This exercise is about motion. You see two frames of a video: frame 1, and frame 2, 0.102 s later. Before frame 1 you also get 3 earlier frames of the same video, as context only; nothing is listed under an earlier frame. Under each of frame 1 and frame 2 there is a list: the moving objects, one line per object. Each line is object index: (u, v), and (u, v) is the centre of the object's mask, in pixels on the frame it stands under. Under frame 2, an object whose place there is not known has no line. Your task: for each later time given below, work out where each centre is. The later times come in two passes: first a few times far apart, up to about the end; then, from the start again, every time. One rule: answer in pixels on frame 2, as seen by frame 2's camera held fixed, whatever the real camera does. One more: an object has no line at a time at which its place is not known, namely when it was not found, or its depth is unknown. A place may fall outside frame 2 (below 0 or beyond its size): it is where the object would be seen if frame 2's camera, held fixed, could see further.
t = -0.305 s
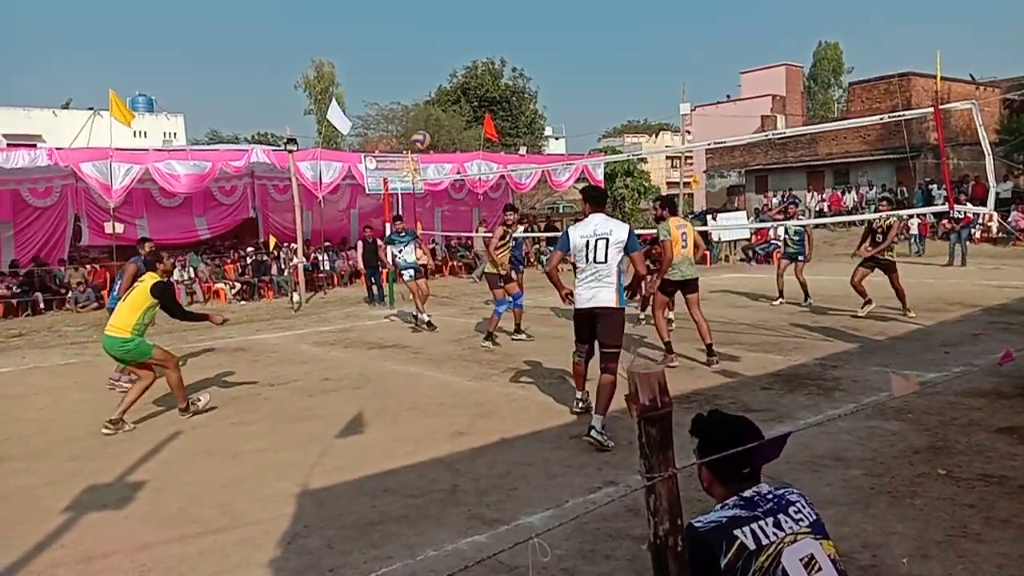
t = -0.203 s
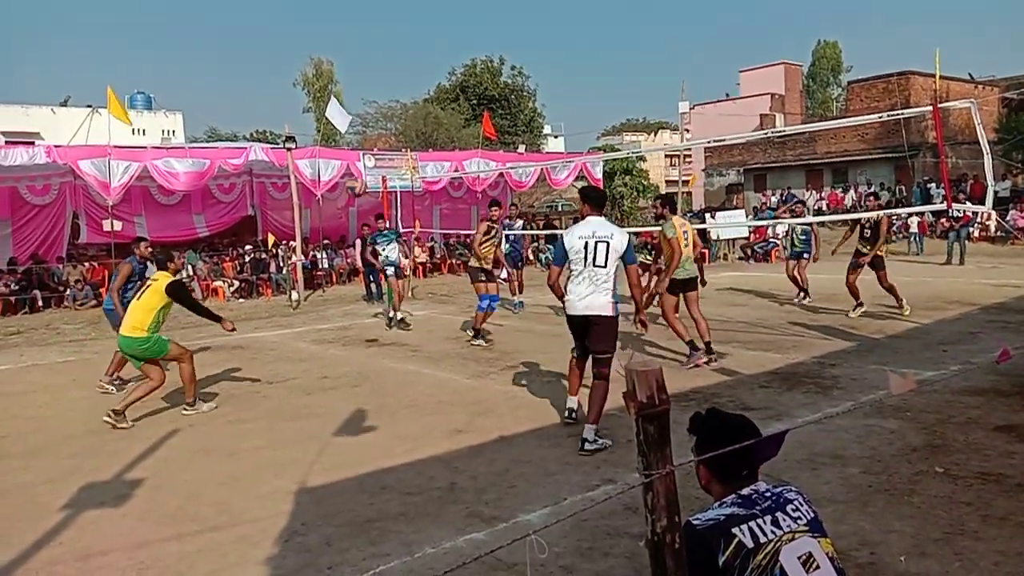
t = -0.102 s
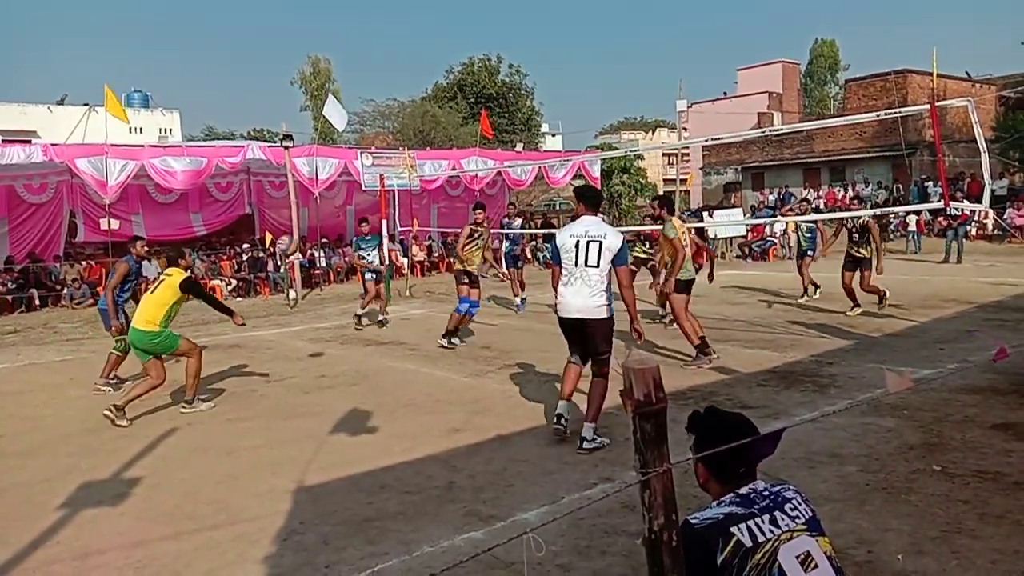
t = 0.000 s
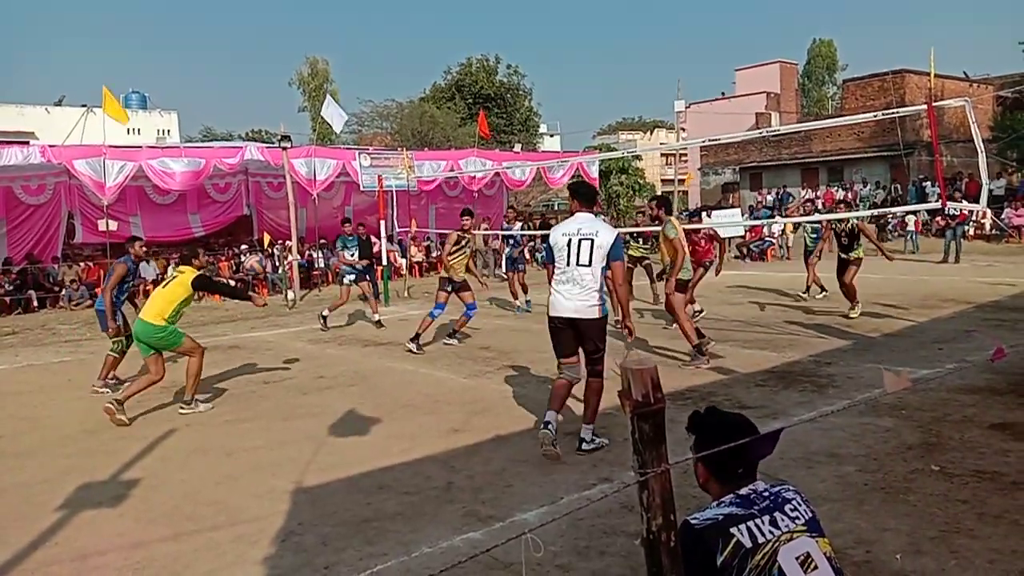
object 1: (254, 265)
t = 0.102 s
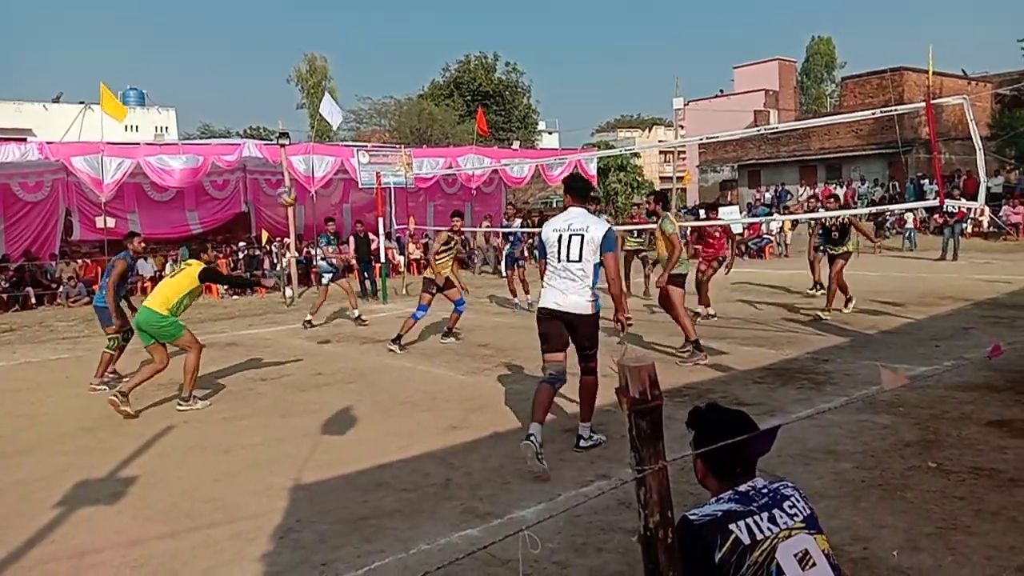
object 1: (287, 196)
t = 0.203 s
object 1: (318, 143)
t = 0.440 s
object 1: (390, 61)
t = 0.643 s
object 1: (448, 38)
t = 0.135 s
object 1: (298, 176)
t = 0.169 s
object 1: (308, 160)
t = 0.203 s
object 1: (318, 143)
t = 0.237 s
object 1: (330, 126)
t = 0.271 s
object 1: (339, 113)
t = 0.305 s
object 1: (349, 100)
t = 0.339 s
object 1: (360, 89)
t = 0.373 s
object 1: (370, 79)
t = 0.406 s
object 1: (380, 69)
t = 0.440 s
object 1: (390, 61)
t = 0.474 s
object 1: (400, 54)
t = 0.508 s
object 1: (410, 48)
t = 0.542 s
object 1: (419, 44)
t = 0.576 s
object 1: (429, 41)
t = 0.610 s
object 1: (438, 39)
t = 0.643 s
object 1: (448, 38)
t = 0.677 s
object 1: (457, 38)
